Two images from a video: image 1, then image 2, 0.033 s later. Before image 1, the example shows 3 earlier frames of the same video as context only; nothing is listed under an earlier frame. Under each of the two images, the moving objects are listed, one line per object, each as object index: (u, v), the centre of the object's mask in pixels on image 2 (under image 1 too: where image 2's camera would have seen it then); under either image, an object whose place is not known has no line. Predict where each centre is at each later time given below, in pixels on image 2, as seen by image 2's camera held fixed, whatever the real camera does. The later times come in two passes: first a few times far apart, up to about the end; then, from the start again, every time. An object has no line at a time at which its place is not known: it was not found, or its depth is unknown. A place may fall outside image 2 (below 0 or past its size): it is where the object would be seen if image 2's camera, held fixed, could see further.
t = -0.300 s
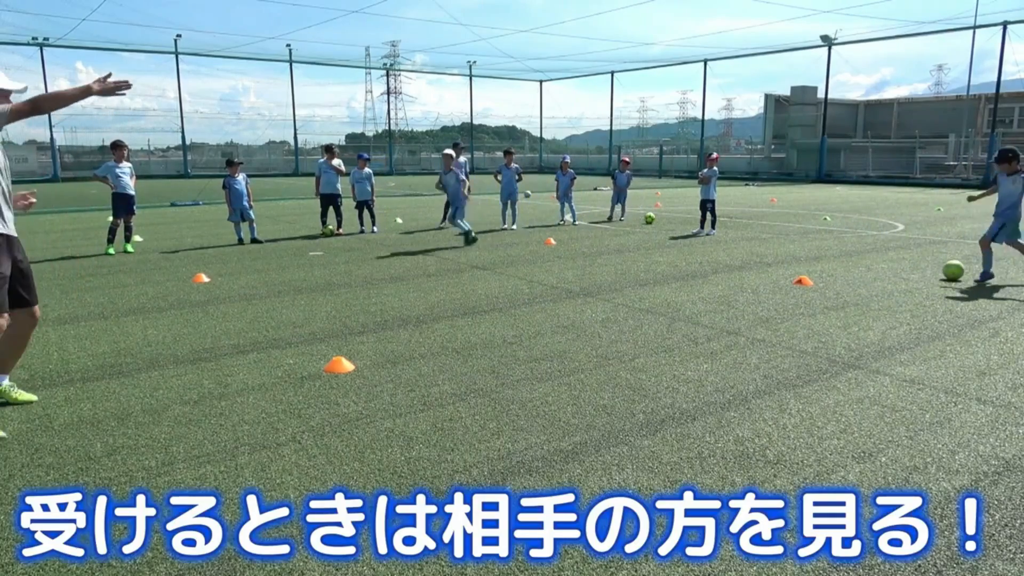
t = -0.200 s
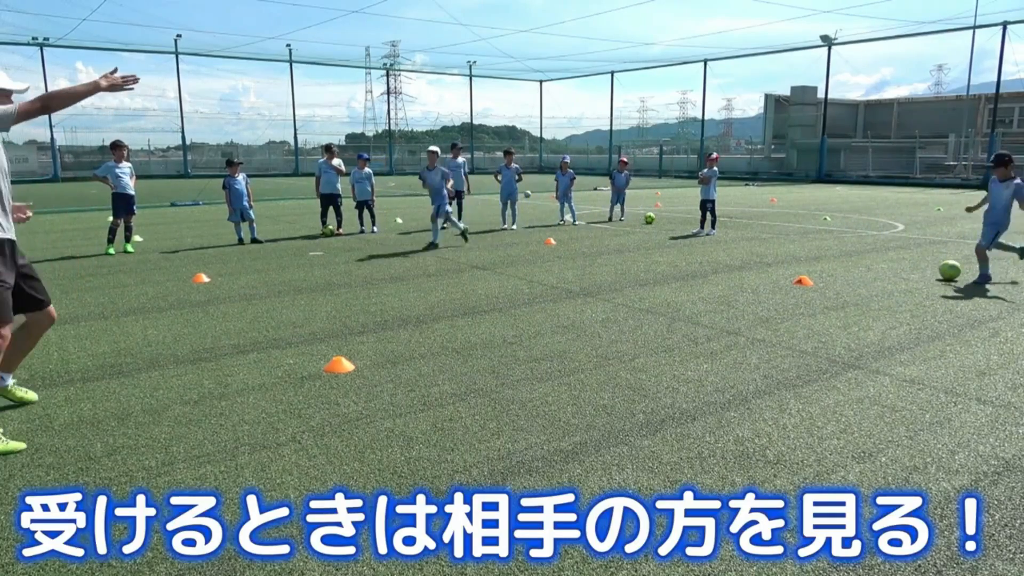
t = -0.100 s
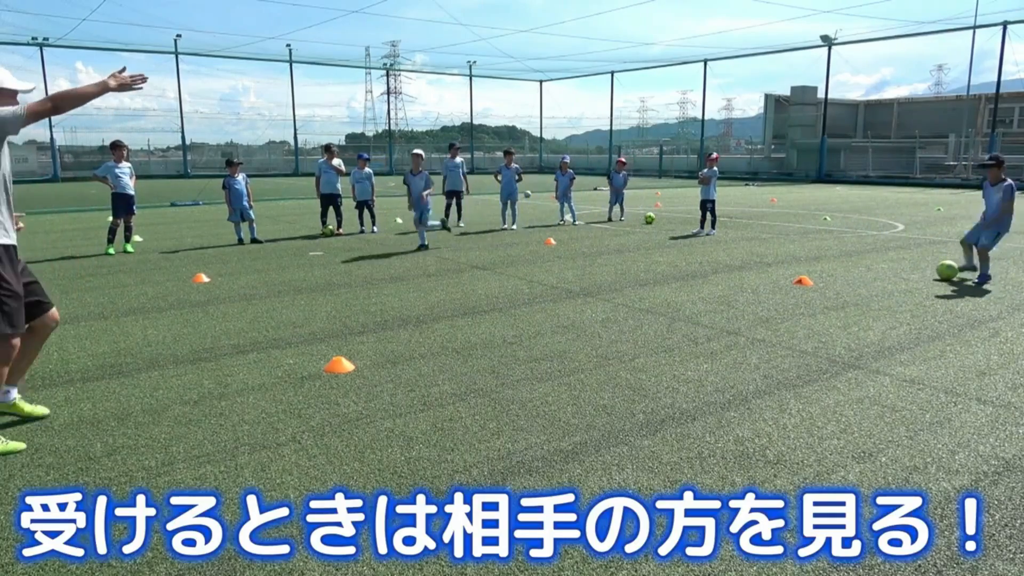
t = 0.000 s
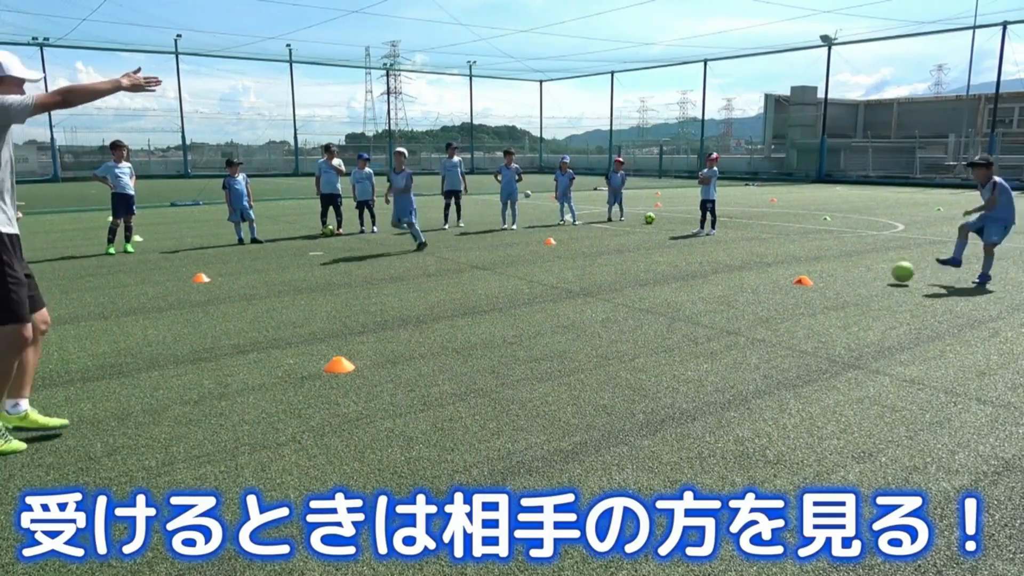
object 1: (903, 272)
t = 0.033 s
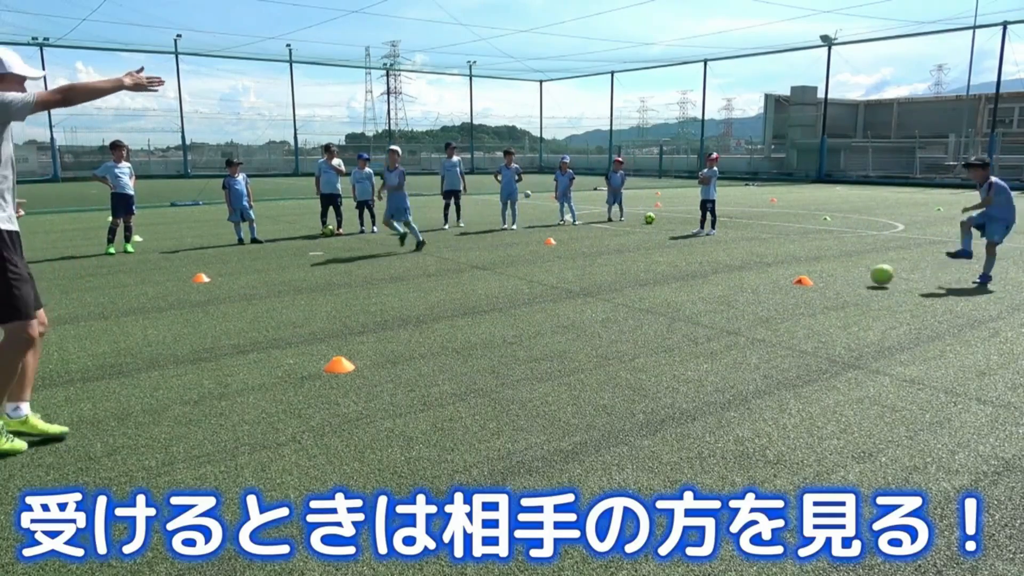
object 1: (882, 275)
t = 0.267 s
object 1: (726, 298)
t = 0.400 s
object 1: (629, 309)
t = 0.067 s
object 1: (860, 279)
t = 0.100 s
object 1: (839, 282)
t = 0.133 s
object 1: (817, 285)
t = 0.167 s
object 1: (795, 289)
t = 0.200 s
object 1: (772, 291)
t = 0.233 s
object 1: (750, 294)
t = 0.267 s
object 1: (726, 298)
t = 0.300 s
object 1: (703, 300)
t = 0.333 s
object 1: (678, 303)
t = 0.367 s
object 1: (654, 307)
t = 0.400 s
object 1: (629, 309)
